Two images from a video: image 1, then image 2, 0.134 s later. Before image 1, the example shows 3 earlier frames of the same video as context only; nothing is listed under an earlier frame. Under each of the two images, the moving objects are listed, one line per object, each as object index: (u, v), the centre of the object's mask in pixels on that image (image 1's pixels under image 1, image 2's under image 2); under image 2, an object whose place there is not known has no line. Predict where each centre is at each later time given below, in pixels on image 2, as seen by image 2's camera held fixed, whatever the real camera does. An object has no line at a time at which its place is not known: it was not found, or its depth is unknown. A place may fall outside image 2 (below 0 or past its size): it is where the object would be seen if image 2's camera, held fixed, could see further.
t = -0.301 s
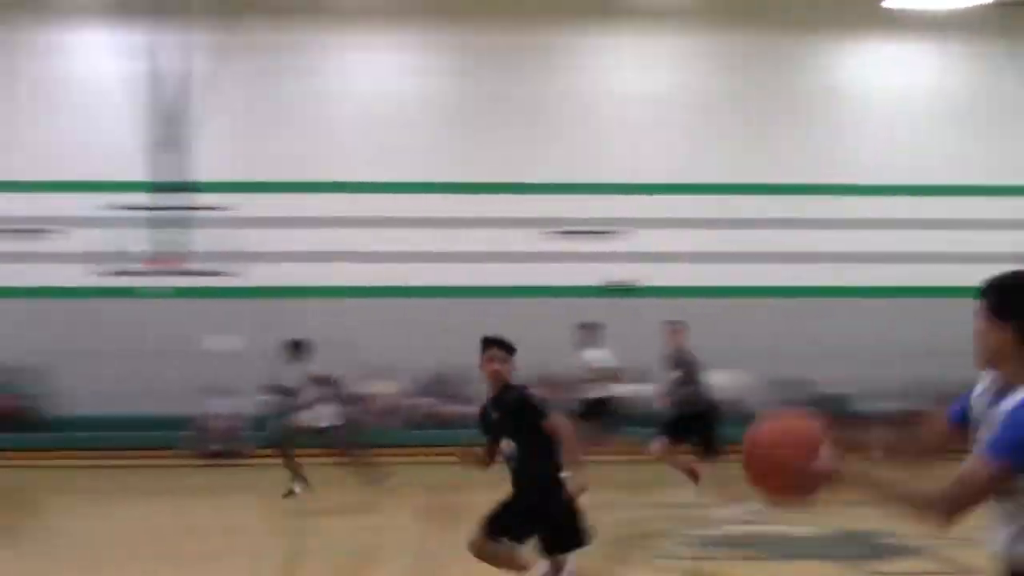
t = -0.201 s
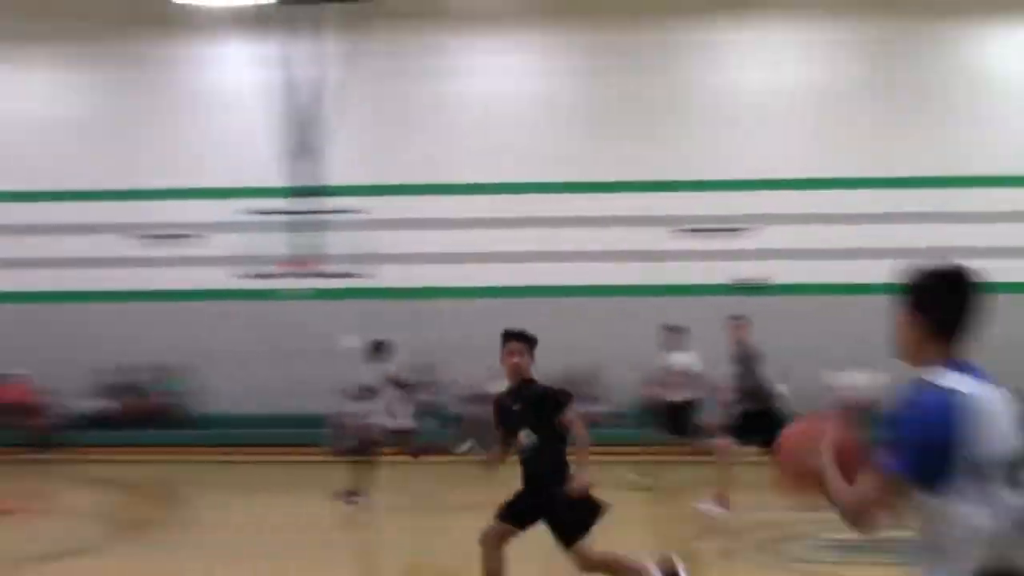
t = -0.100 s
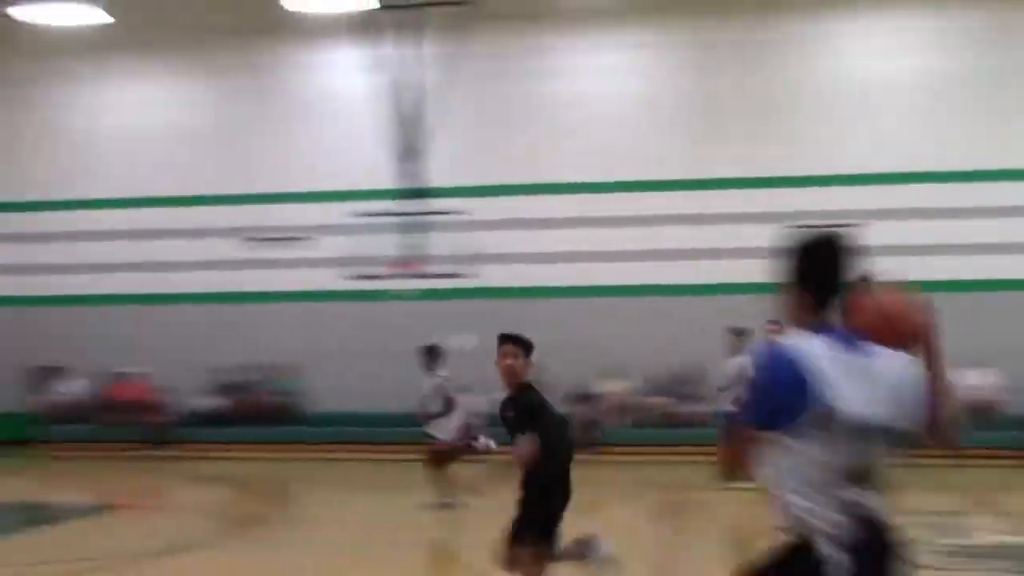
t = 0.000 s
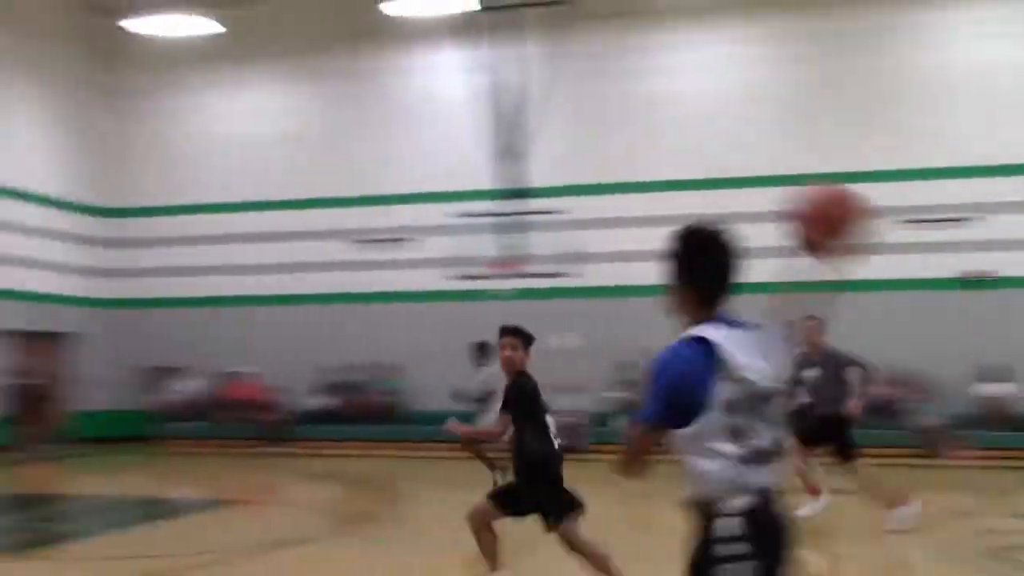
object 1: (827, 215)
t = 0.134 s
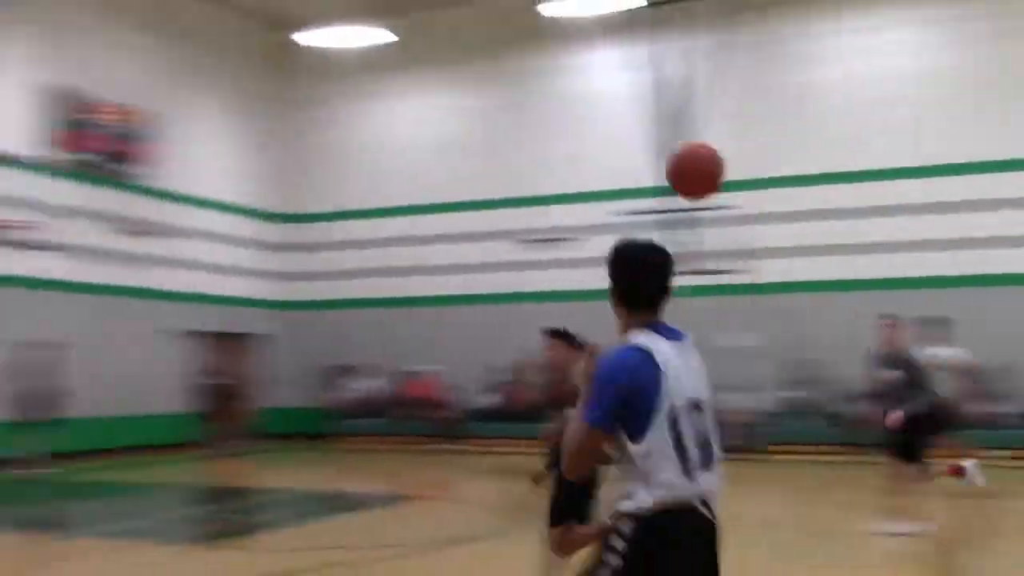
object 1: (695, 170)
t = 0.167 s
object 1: (651, 168)
